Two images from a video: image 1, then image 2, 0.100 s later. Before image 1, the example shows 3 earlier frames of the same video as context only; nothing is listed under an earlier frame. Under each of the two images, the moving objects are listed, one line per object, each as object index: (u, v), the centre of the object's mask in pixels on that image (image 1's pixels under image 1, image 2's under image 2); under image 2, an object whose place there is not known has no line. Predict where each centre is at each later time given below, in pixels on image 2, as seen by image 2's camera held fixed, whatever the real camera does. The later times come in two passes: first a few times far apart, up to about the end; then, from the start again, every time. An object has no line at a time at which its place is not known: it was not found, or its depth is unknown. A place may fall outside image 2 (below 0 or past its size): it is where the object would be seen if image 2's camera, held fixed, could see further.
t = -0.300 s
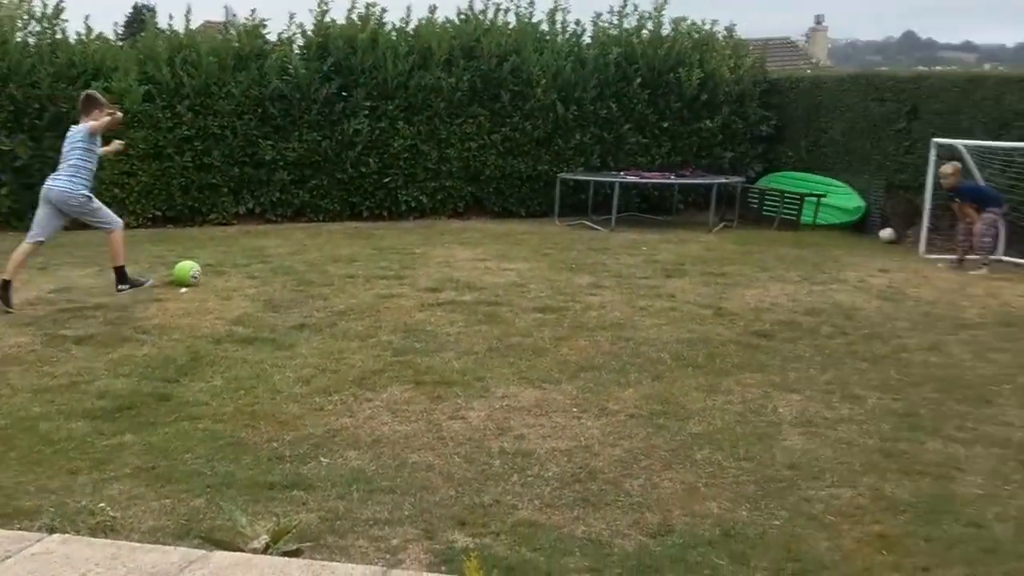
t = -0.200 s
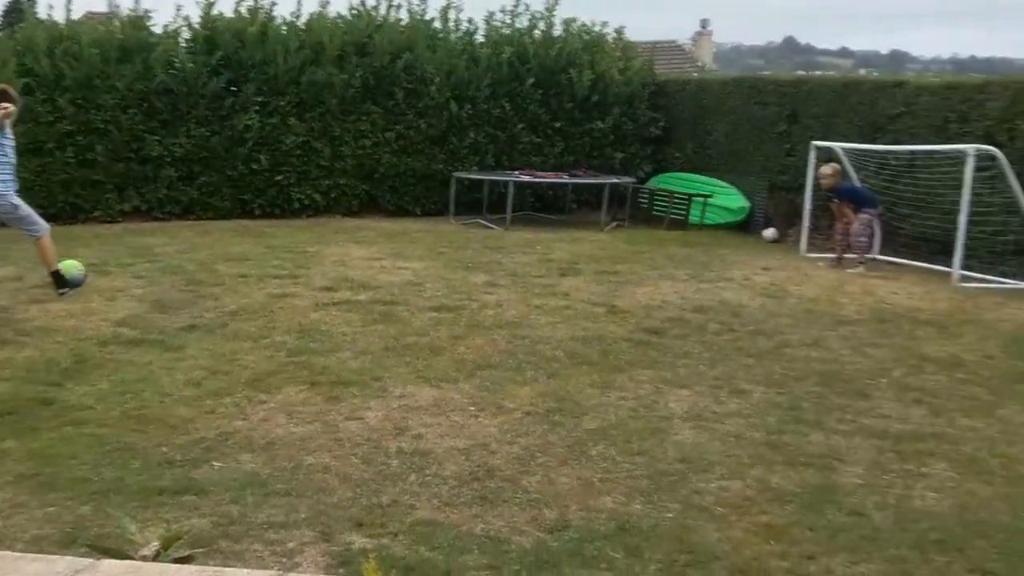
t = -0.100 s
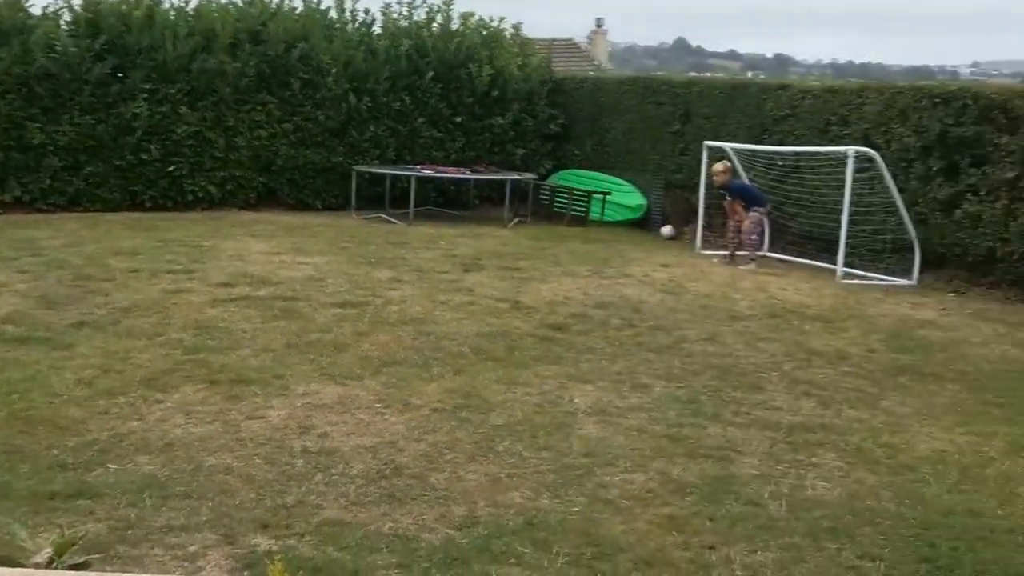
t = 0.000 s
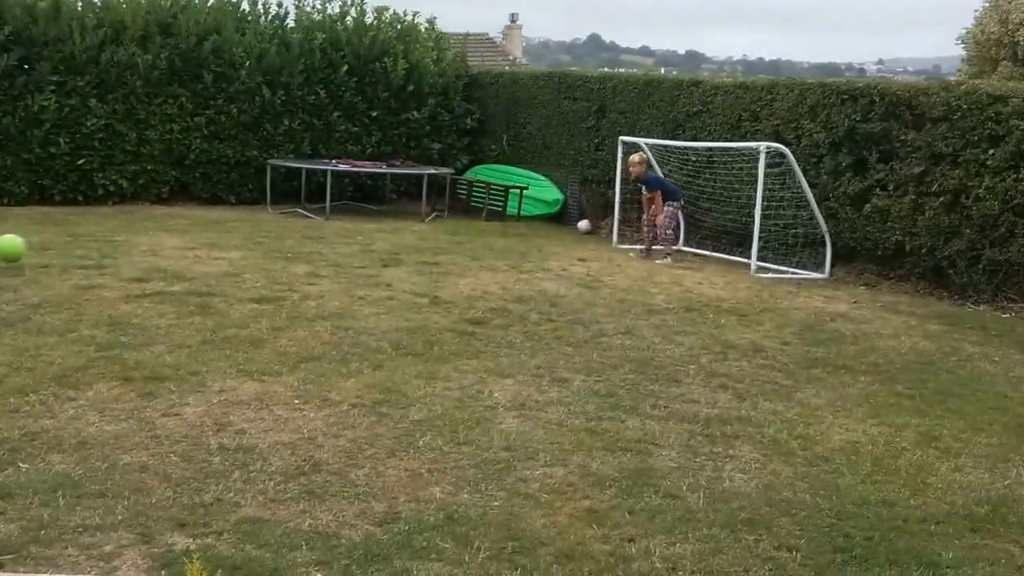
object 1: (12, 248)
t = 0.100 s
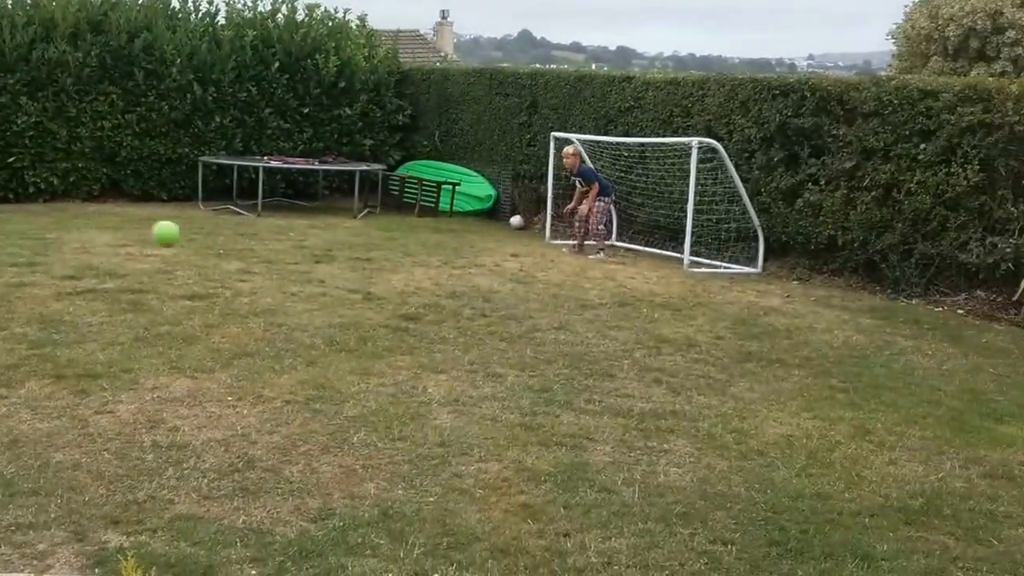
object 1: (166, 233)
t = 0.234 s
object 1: (412, 238)
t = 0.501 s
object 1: (742, 246)
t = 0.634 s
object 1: (743, 237)
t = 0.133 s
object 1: (233, 233)
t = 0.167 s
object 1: (296, 233)
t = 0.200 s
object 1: (355, 235)
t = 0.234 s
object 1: (412, 238)
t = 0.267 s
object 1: (467, 241)
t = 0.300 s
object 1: (519, 248)
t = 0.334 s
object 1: (569, 251)
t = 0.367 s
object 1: (613, 249)
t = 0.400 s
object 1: (645, 246)
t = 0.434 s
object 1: (675, 244)
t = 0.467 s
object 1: (710, 245)
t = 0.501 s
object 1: (742, 246)
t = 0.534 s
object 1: (755, 244)
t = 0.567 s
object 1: (756, 239)
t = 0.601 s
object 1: (751, 237)
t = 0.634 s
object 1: (743, 237)
